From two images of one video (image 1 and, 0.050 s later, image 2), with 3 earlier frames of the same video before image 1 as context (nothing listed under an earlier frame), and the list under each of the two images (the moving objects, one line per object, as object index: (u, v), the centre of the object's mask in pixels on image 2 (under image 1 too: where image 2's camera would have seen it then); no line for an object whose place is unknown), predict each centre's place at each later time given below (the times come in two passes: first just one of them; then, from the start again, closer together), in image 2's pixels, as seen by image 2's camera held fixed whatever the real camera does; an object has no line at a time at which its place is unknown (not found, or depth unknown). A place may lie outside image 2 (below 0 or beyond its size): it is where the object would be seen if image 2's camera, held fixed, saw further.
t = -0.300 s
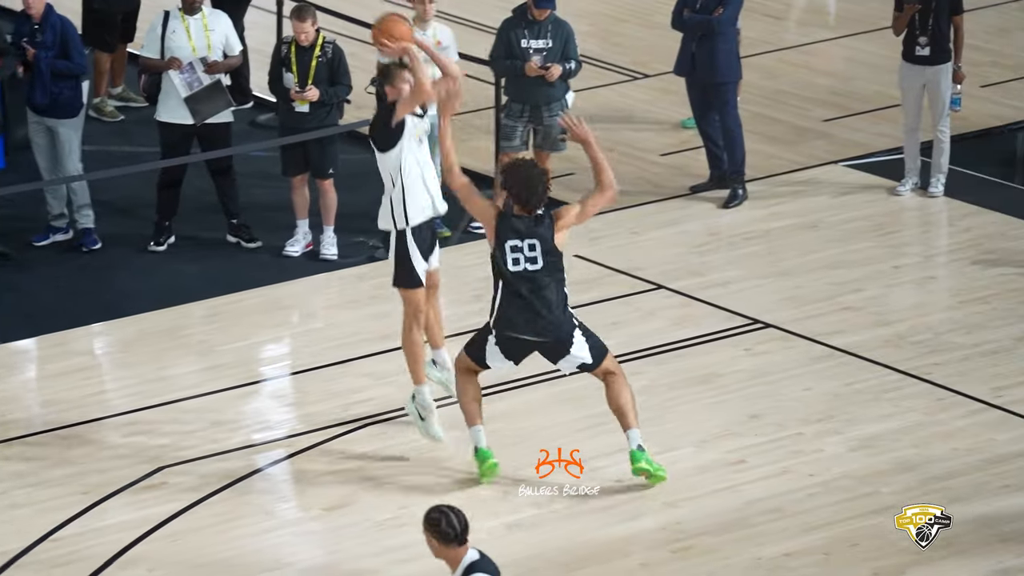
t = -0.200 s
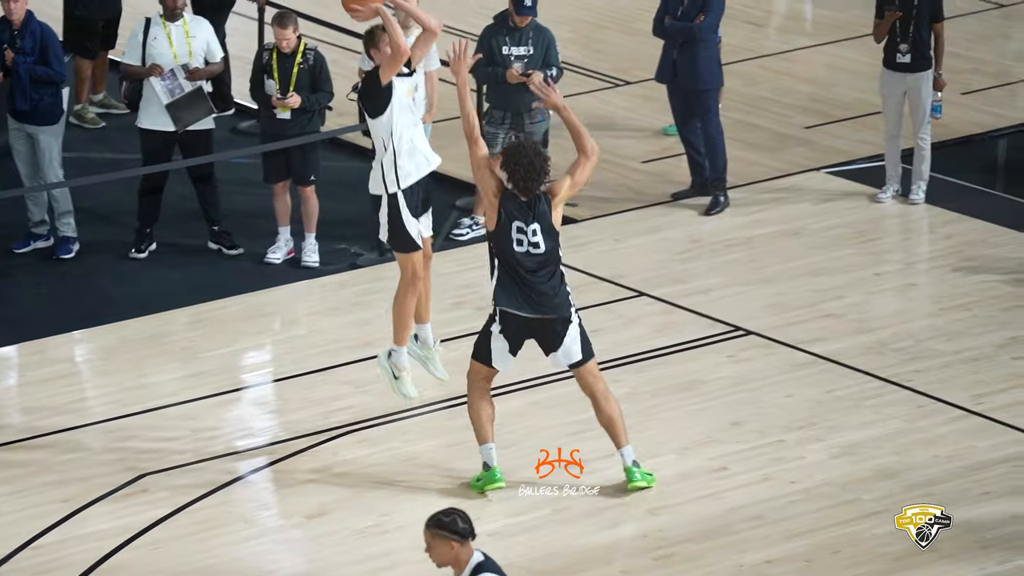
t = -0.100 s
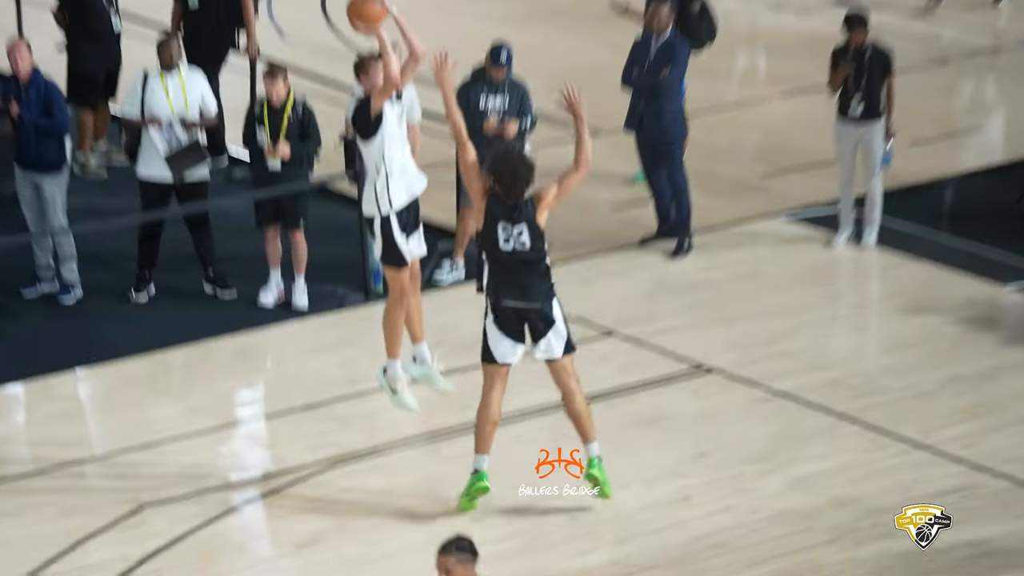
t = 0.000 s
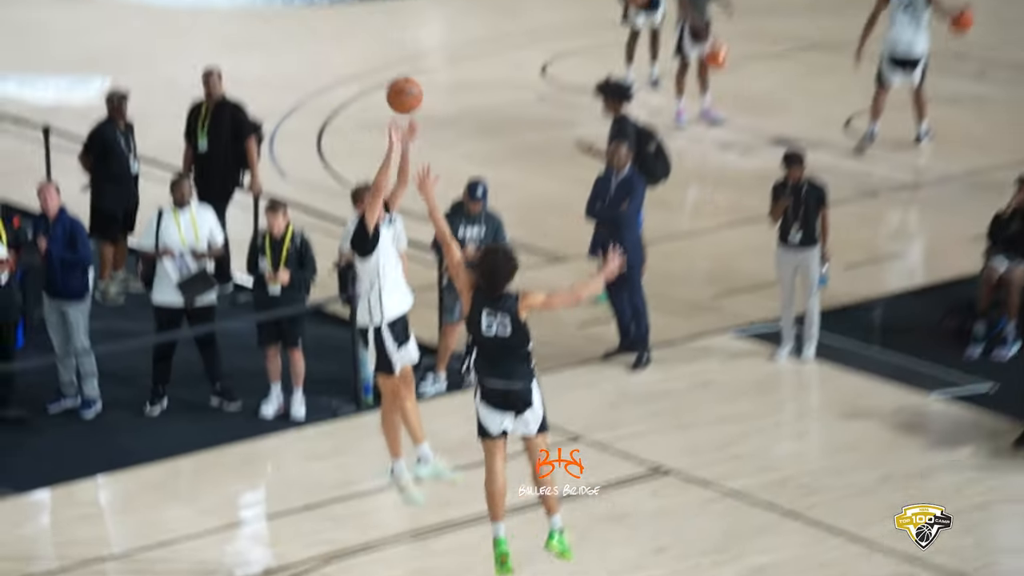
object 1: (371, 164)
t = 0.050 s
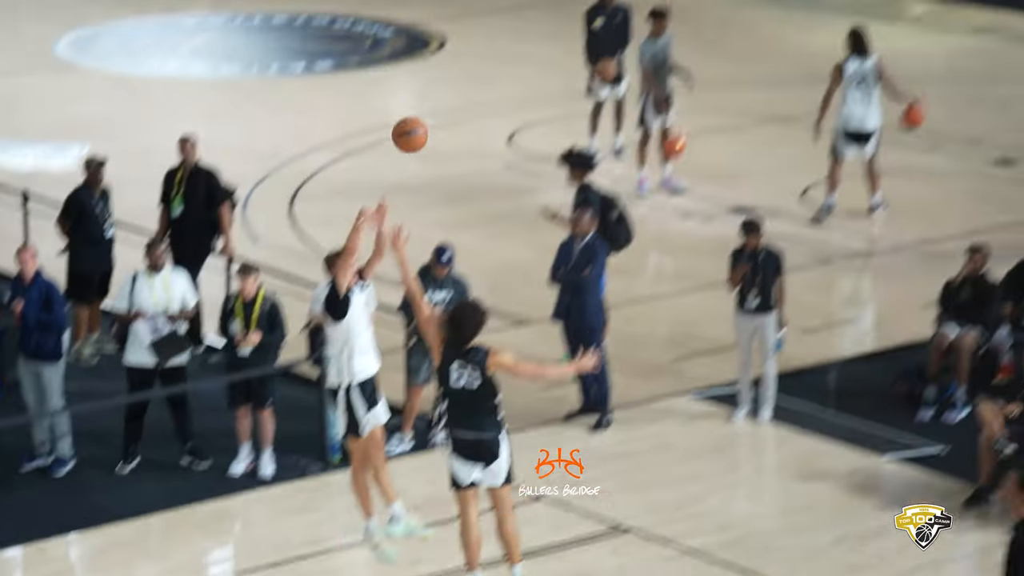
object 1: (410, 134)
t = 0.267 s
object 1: (563, 53)
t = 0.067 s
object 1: (421, 126)
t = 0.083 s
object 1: (432, 118)
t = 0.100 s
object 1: (444, 109)
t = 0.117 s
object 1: (456, 102)
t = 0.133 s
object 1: (468, 94)
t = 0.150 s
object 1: (480, 88)
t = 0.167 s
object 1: (492, 82)
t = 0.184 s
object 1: (503, 76)
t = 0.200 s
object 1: (515, 71)
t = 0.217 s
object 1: (527, 66)
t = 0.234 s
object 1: (539, 61)
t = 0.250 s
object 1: (551, 57)
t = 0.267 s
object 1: (563, 53)
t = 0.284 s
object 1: (575, 50)
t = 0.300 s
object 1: (588, 47)
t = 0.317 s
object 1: (600, 44)
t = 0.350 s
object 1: (624, 40)
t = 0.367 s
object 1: (636, 38)
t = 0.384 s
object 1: (648, 37)
